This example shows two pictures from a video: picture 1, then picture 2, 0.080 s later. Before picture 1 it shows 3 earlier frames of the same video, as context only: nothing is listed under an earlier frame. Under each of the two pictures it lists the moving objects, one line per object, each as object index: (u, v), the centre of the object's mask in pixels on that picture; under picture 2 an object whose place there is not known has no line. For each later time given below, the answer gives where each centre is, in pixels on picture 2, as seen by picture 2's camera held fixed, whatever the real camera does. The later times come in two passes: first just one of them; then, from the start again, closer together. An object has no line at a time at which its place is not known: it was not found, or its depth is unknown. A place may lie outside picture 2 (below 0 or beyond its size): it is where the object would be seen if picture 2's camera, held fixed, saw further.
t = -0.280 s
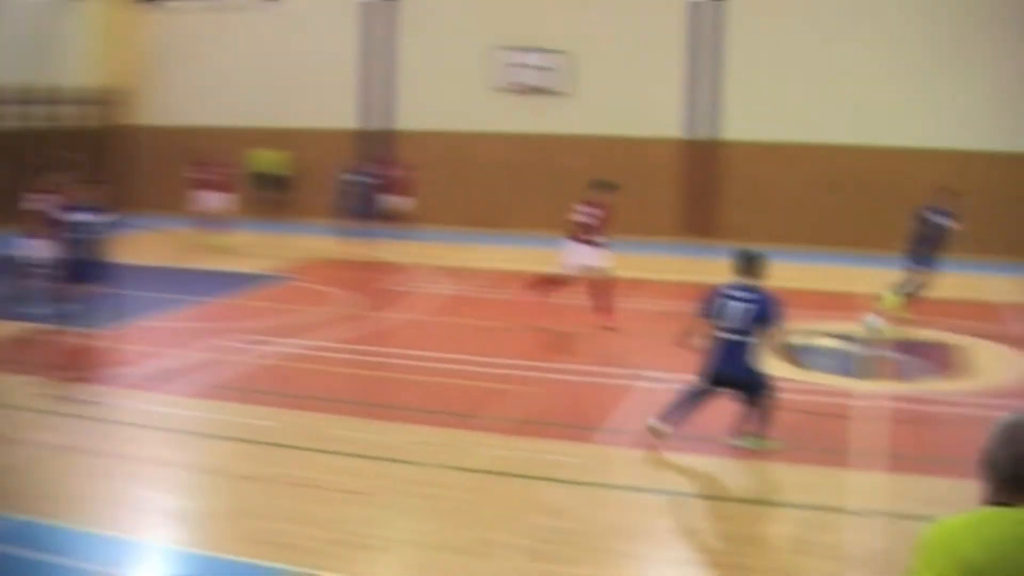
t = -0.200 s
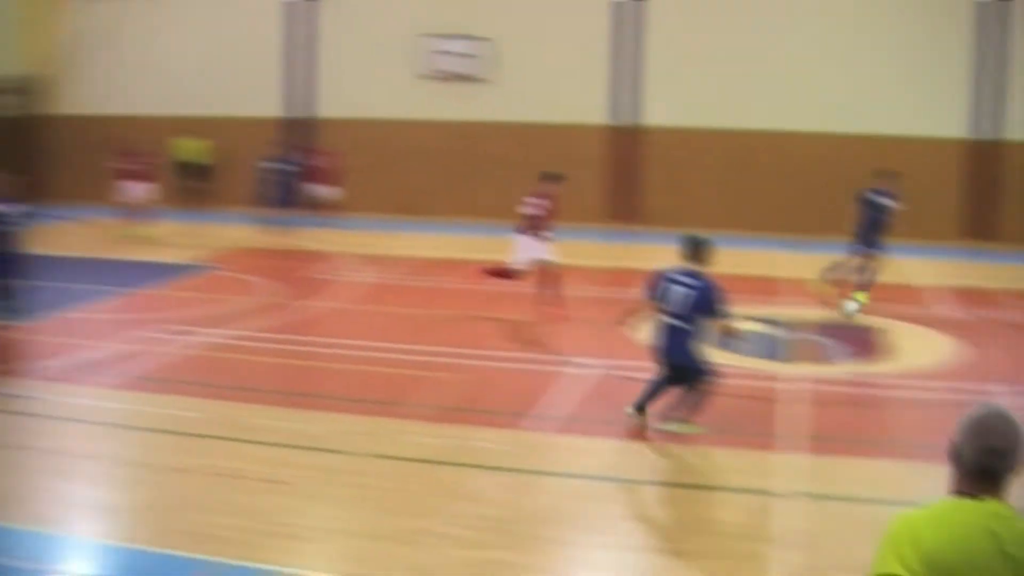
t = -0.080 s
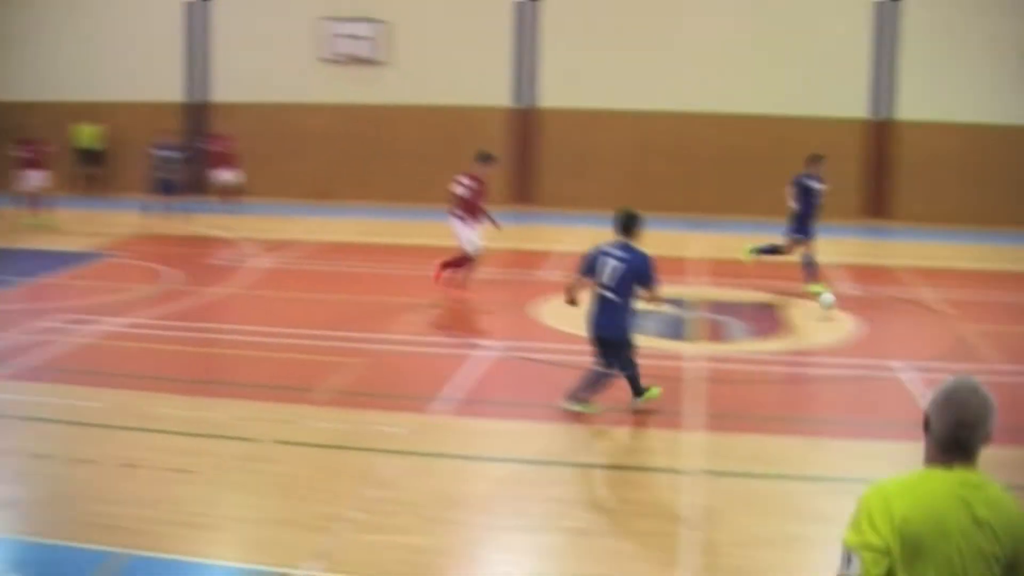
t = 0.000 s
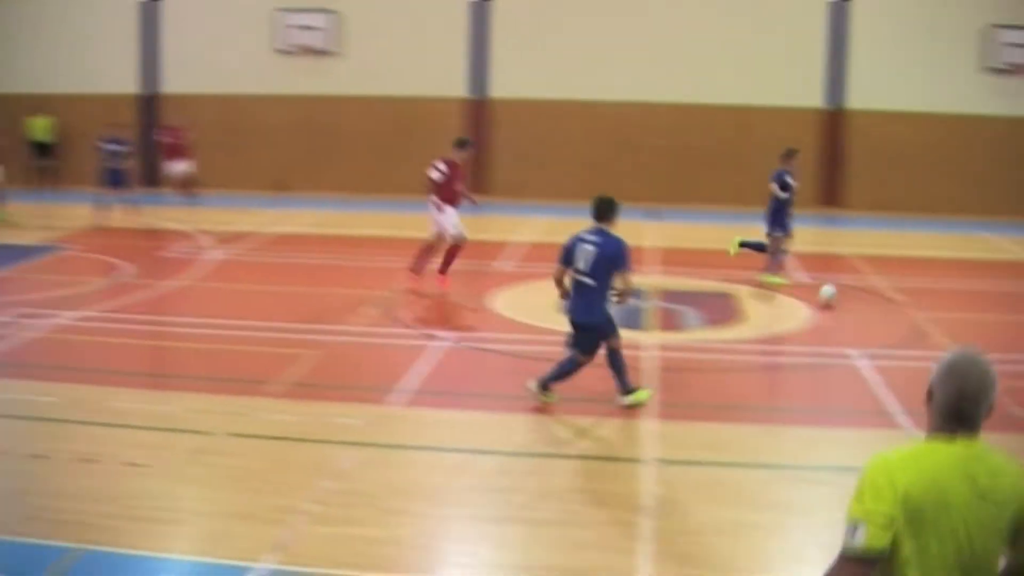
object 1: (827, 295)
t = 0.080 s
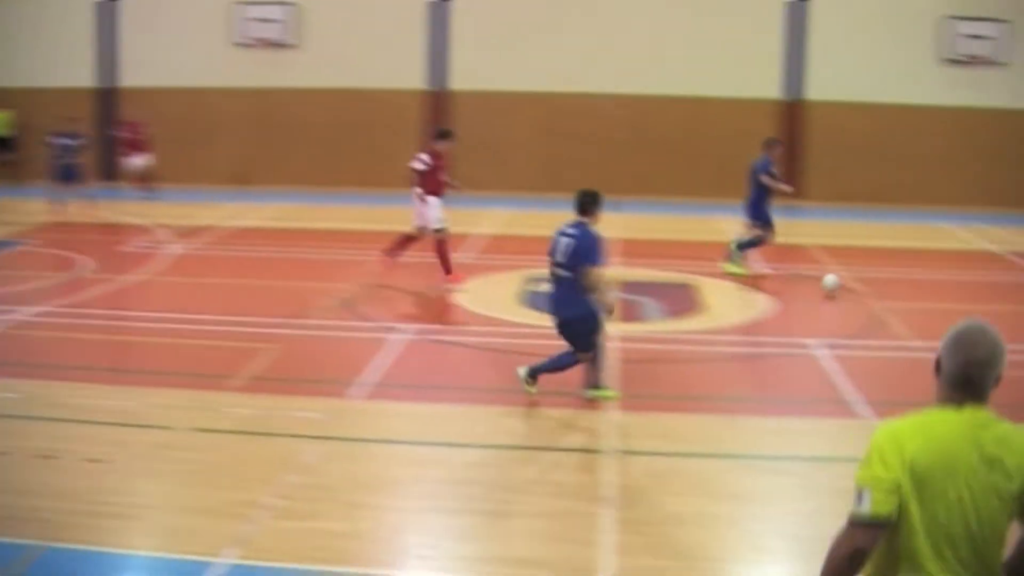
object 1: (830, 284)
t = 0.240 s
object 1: (897, 285)
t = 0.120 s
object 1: (846, 285)
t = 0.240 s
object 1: (897, 285)
